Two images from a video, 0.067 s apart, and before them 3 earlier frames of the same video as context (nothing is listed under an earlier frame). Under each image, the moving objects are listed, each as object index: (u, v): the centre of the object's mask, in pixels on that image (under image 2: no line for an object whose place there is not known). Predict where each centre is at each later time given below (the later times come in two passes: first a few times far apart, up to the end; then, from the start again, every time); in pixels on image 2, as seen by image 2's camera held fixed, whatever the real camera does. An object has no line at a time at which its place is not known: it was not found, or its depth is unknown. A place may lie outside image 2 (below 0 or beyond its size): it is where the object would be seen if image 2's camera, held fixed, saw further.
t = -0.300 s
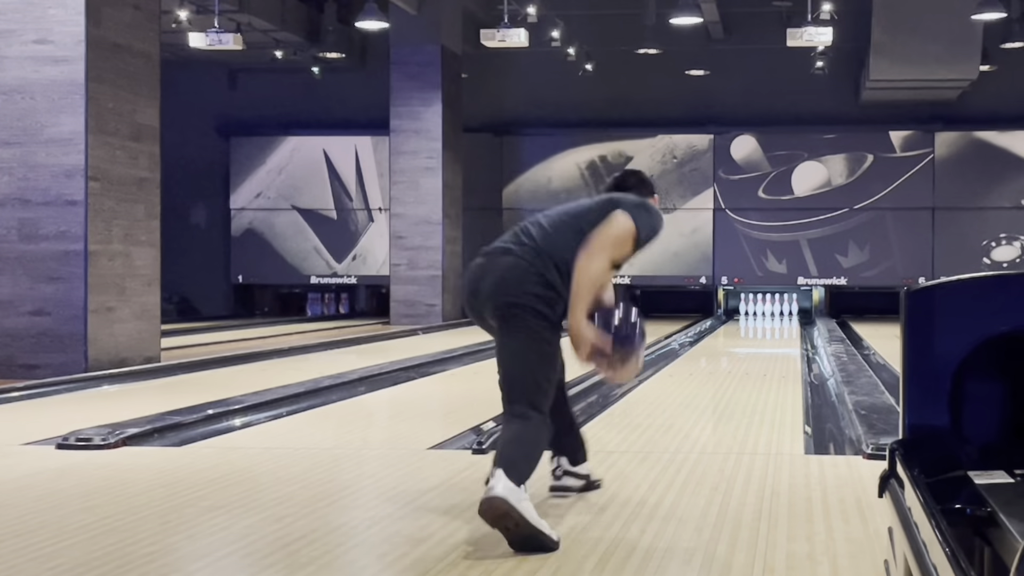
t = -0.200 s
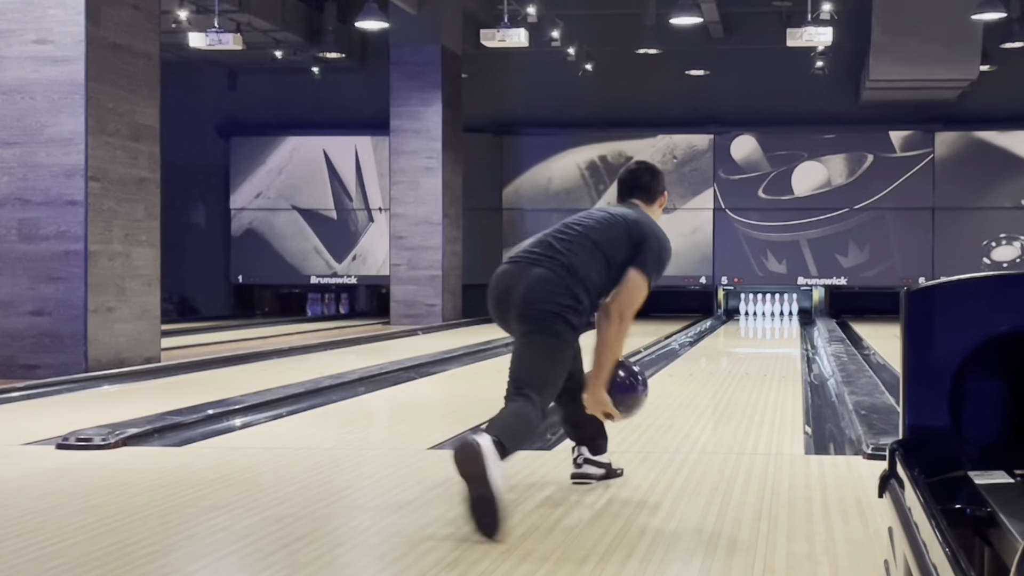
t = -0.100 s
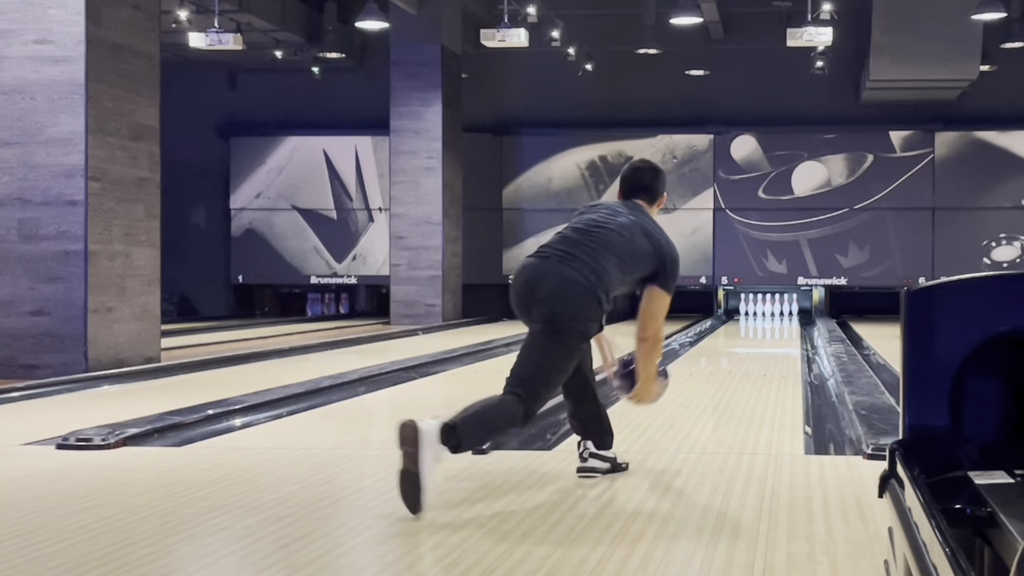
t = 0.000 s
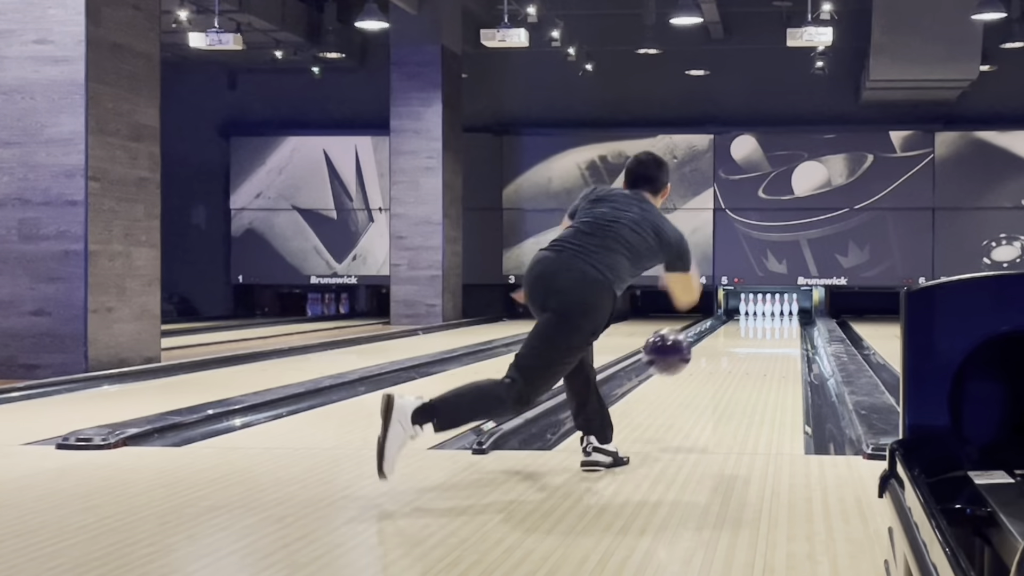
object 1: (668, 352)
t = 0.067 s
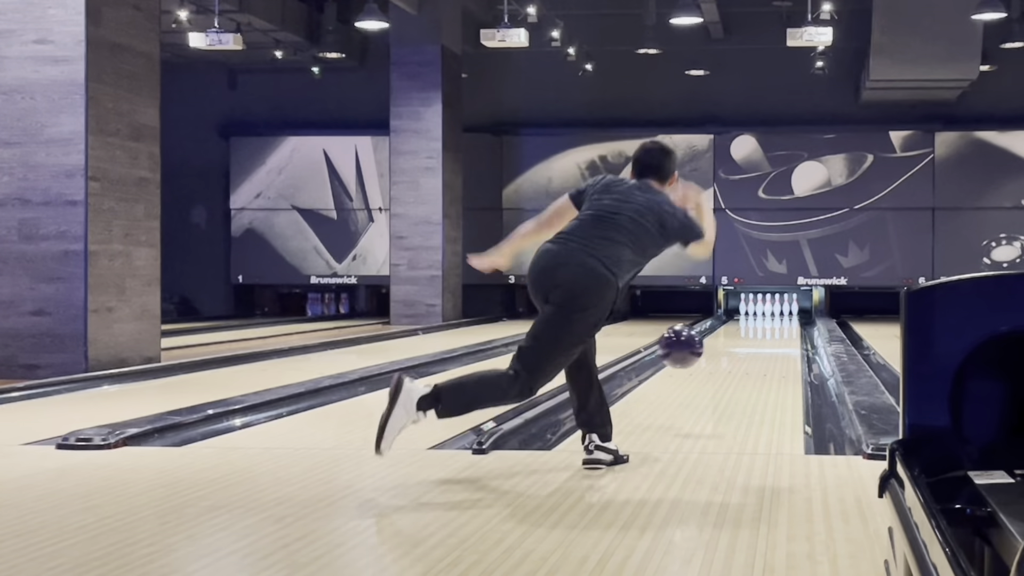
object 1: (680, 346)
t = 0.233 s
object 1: (709, 369)
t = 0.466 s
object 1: (735, 369)
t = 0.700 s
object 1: (754, 355)
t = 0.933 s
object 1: (767, 345)
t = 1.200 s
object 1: (777, 337)
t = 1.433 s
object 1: (784, 330)
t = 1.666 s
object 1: (788, 325)
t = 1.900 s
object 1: (791, 321)
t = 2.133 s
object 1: (791, 318)
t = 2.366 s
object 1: (788, 315)
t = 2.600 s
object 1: (780, 312)
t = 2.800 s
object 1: (774, 311)
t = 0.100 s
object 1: (687, 347)
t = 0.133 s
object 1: (693, 349)
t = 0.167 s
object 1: (698, 354)
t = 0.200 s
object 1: (704, 361)
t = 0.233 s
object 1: (709, 369)
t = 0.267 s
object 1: (713, 378)
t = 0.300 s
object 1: (718, 380)
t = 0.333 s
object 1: (722, 375)
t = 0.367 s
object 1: (725, 371)
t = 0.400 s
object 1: (729, 370)
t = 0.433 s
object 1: (732, 370)
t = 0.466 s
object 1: (735, 369)
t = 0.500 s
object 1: (739, 367)
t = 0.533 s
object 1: (741, 365)
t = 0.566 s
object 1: (744, 362)
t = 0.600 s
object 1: (747, 361)
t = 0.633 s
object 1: (749, 359)
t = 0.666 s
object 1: (752, 357)
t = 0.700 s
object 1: (754, 355)
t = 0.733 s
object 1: (756, 354)
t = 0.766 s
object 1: (758, 352)
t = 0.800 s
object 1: (760, 351)
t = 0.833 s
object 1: (762, 350)
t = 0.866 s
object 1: (764, 348)
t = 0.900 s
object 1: (765, 347)
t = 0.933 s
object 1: (767, 345)
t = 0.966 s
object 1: (768, 344)
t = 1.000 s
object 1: (770, 343)
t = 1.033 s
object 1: (771, 342)
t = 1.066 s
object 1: (772, 341)
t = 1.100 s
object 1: (774, 339)
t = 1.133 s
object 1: (775, 338)
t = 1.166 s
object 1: (776, 337)
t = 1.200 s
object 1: (777, 337)
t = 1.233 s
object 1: (778, 336)
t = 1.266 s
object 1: (779, 335)
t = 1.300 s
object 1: (780, 334)
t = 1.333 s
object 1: (781, 333)
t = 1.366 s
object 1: (782, 332)
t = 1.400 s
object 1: (783, 331)
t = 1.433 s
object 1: (784, 330)
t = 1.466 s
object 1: (785, 330)
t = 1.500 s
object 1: (785, 329)
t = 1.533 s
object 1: (786, 328)
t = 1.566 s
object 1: (786, 327)
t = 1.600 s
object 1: (787, 327)
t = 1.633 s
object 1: (788, 326)
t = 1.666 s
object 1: (788, 325)
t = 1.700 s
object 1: (789, 325)
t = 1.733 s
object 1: (789, 324)
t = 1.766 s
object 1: (789, 323)
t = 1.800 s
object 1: (790, 323)
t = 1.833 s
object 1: (790, 322)
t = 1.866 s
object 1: (790, 322)
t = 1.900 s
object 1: (791, 321)
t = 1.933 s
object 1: (791, 320)
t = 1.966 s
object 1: (791, 320)
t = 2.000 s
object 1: (791, 319)
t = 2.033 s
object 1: (791, 319)
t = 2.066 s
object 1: (791, 319)
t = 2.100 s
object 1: (791, 318)
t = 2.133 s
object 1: (791, 318)
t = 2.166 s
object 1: (791, 317)
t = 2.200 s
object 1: (791, 317)
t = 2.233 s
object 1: (790, 316)
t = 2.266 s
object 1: (790, 316)
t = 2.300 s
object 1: (789, 315)
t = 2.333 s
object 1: (788, 315)
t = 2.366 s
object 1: (788, 315)
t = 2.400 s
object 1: (787, 315)
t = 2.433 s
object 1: (786, 314)
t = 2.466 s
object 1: (785, 314)
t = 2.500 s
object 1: (784, 313)
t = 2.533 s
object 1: (783, 313)
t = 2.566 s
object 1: (781, 313)
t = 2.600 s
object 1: (780, 312)
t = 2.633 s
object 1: (779, 312)
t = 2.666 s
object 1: (778, 312)
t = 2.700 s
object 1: (777, 313)
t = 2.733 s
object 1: (776, 311)
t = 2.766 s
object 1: (775, 311)
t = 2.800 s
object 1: (774, 311)
